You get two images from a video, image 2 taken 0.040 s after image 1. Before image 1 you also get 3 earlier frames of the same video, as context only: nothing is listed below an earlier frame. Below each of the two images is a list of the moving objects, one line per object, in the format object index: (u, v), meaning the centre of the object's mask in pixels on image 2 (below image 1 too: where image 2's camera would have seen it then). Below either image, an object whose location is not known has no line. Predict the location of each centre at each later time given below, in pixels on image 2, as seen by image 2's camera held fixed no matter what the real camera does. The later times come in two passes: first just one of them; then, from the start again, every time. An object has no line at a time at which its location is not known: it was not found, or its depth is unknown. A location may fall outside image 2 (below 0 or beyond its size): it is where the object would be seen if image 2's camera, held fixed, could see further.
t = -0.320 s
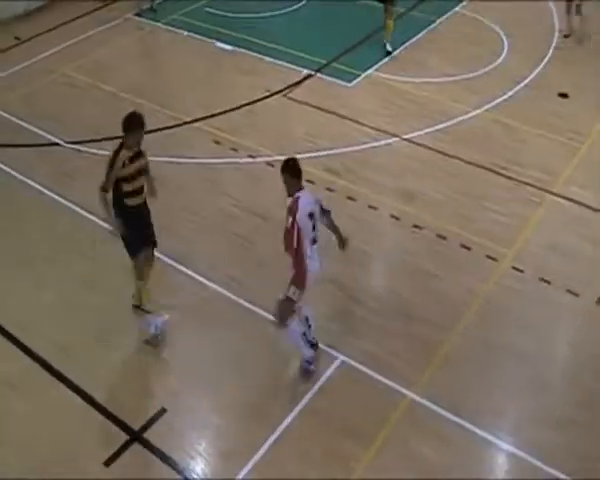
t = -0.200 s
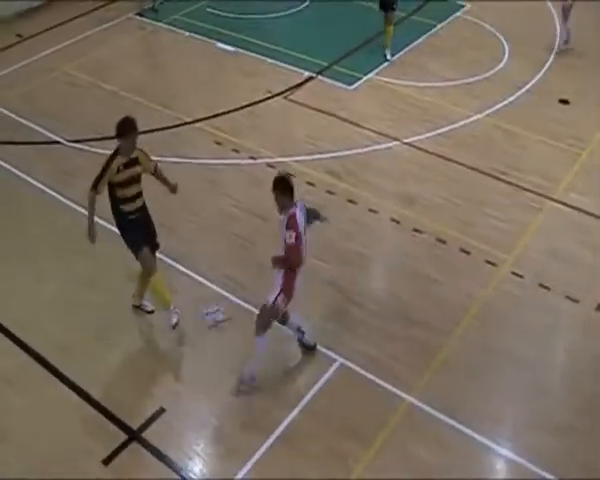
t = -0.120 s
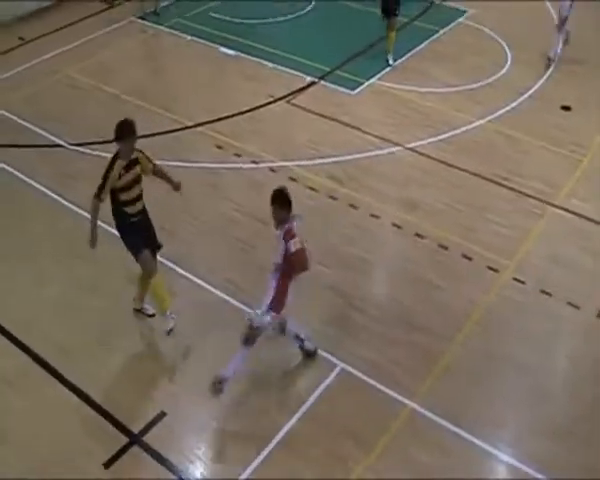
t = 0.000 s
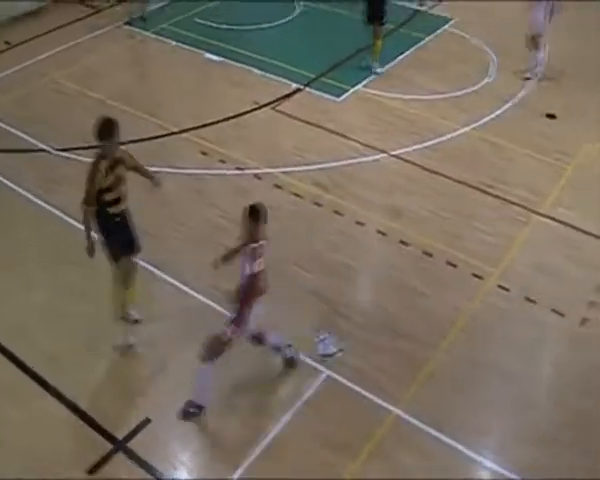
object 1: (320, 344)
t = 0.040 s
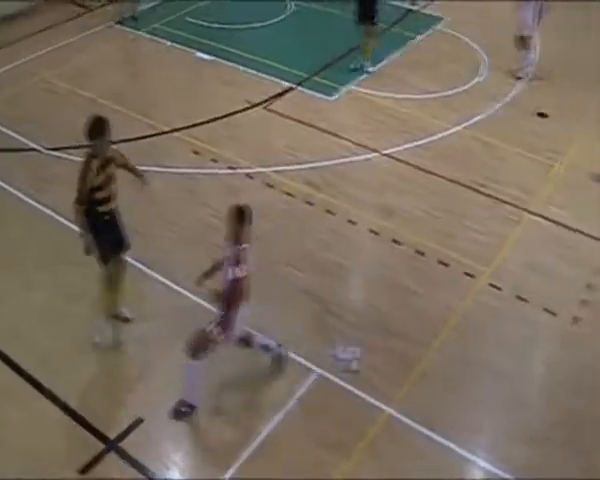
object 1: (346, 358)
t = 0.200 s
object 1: (468, 425)
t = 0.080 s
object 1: (377, 371)
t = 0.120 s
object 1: (406, 385)
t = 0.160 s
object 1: (434, 402)
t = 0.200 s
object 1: (468, 425)
